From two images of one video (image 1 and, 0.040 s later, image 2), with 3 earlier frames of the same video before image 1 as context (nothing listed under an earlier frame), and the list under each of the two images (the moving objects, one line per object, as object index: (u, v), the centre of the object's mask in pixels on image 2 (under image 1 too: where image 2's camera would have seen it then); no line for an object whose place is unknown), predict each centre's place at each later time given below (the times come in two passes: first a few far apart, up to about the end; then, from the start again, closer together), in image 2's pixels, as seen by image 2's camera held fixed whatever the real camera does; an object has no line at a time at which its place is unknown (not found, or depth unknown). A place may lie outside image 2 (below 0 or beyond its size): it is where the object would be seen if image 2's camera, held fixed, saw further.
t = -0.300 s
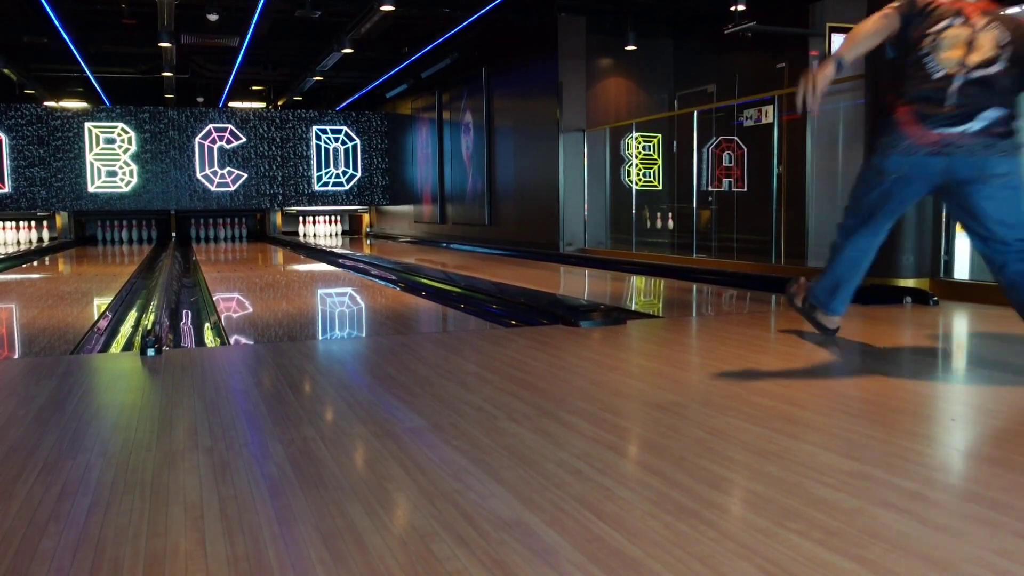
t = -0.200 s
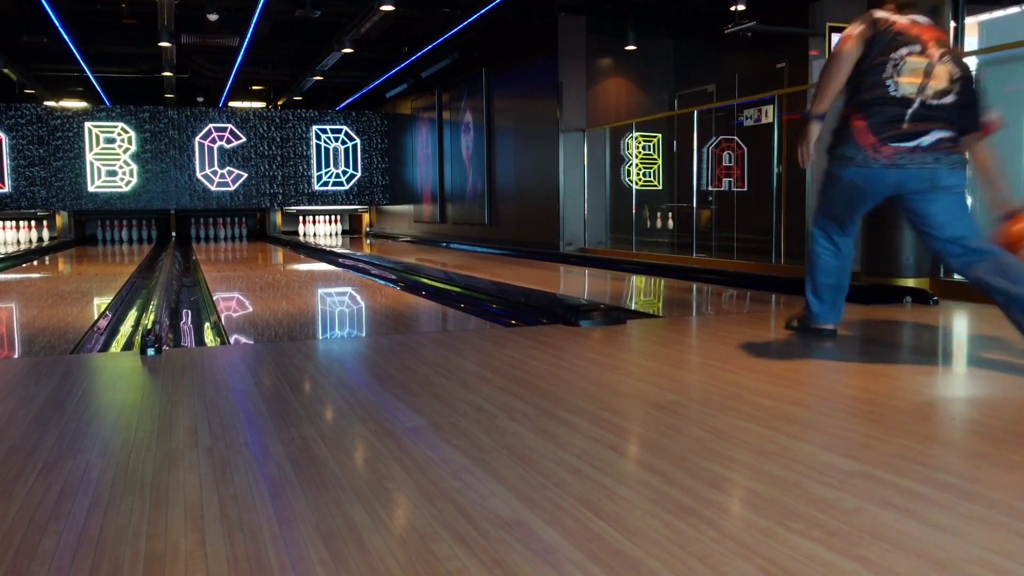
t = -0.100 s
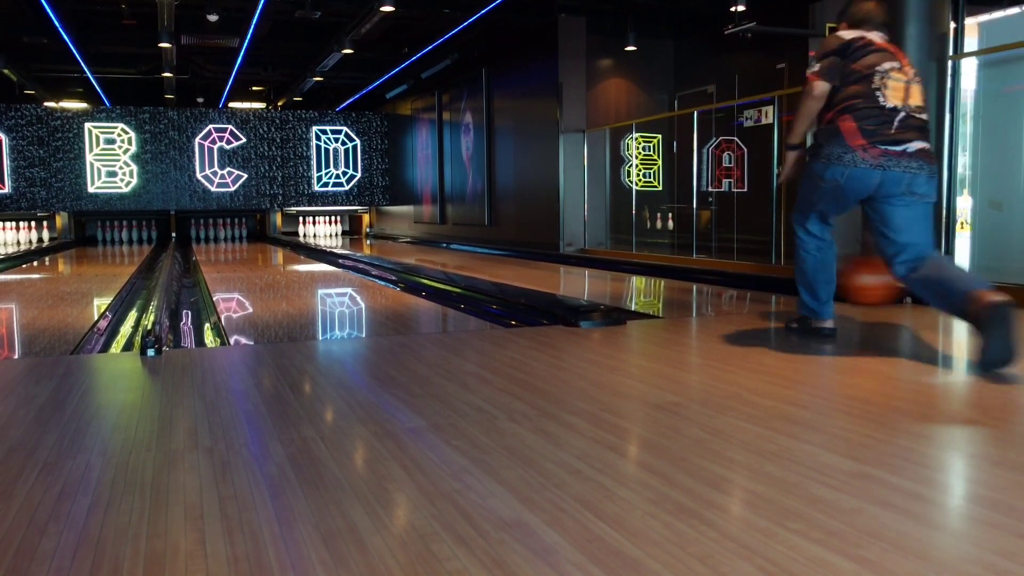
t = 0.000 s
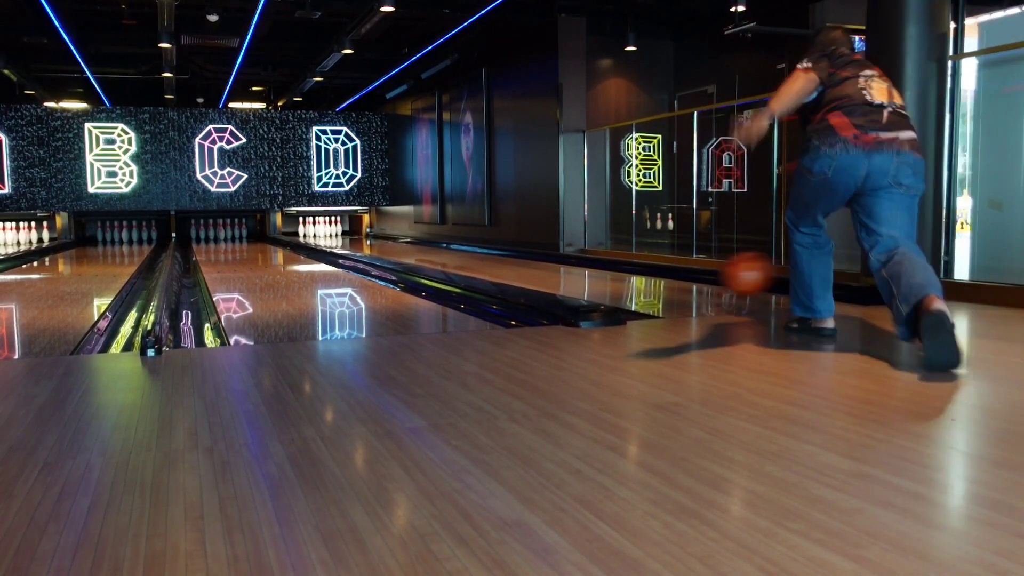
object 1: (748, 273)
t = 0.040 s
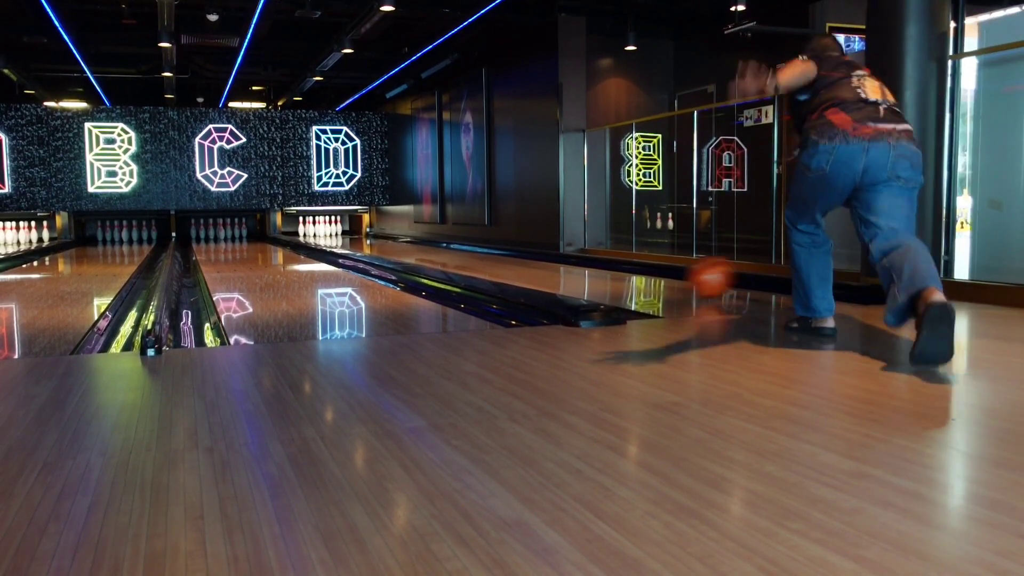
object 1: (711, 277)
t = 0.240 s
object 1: (579, 263)
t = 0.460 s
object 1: (496, 252)
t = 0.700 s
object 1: (439, 245)
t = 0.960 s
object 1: (398, 240)
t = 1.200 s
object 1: (370, 237)
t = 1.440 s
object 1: (349, 235)
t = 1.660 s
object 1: (335, 234)
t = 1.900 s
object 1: (320, 232)
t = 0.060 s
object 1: (694, 278)
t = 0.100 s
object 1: (663, 273)
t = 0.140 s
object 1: (635, 270)
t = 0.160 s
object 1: (622, 269)
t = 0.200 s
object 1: (600, 265)
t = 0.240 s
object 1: (579, 263)
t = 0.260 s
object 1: (570, 261)
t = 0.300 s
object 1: (551, 260)
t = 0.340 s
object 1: (535, 257)
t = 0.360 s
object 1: (528, 256)
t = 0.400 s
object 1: (515, 255)
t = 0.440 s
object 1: (502, 253)
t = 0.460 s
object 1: (496, 252)
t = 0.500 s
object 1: (484, 251)
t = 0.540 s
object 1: (474, 250)
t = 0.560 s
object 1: (469, 249)
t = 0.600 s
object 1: (460, 248)
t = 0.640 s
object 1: (451, 246)
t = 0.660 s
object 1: (447, 246)
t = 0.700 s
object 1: (439, 245)
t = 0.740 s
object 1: (432, 244)
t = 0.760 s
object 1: (428, 244)
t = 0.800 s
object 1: (421, 243)
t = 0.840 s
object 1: (415, 242)
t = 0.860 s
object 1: (412, 242)
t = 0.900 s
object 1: (406, 242)
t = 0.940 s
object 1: (401, 241)
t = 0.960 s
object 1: (398, 240)
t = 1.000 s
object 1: (393, 240)
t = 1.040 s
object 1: (388, 239)
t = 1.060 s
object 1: (386, 239)
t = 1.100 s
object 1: (381, 238)
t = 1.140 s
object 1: (376, 238)
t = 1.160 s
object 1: (375, 238)
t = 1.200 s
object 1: (370, 237)
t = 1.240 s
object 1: (367, 237)
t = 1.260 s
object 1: (365, 237)
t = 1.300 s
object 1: (361, 236)
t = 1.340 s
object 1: (357, 236)
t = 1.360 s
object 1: (355, 236)
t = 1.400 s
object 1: (352, 235)
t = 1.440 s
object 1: (349, 235)
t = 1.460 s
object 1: (348, 235)
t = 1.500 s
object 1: (346, 235)
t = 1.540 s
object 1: (342, 234)
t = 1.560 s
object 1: (341, 235)
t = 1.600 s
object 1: (339, 234)
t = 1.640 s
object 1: (336, 234)
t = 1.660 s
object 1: (335, 234)
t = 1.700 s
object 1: (332, 233)
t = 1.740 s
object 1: (330, 233)
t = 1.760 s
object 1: (329, 233)
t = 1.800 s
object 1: (326, 232)
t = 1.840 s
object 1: (324, 232)
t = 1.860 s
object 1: (323, 232)
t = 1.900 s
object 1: (320, 232)
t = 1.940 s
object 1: (318, 232)
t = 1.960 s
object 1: (318, 232)
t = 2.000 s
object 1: (315, 232)
